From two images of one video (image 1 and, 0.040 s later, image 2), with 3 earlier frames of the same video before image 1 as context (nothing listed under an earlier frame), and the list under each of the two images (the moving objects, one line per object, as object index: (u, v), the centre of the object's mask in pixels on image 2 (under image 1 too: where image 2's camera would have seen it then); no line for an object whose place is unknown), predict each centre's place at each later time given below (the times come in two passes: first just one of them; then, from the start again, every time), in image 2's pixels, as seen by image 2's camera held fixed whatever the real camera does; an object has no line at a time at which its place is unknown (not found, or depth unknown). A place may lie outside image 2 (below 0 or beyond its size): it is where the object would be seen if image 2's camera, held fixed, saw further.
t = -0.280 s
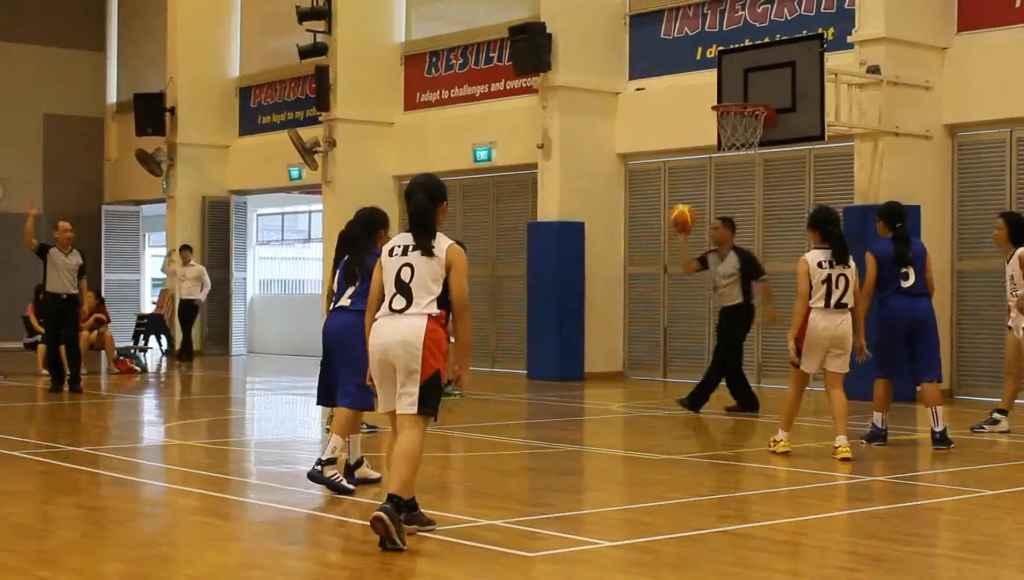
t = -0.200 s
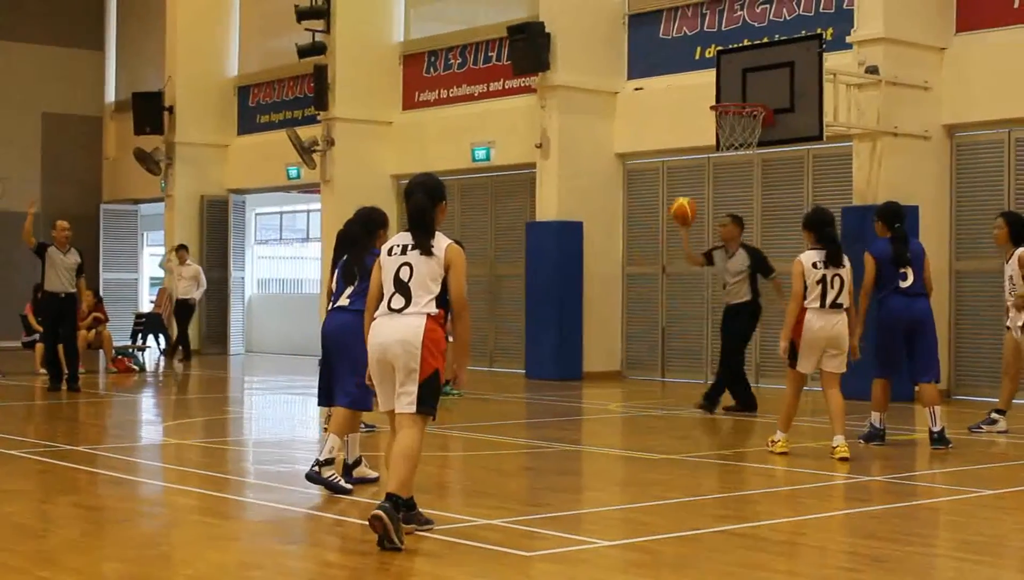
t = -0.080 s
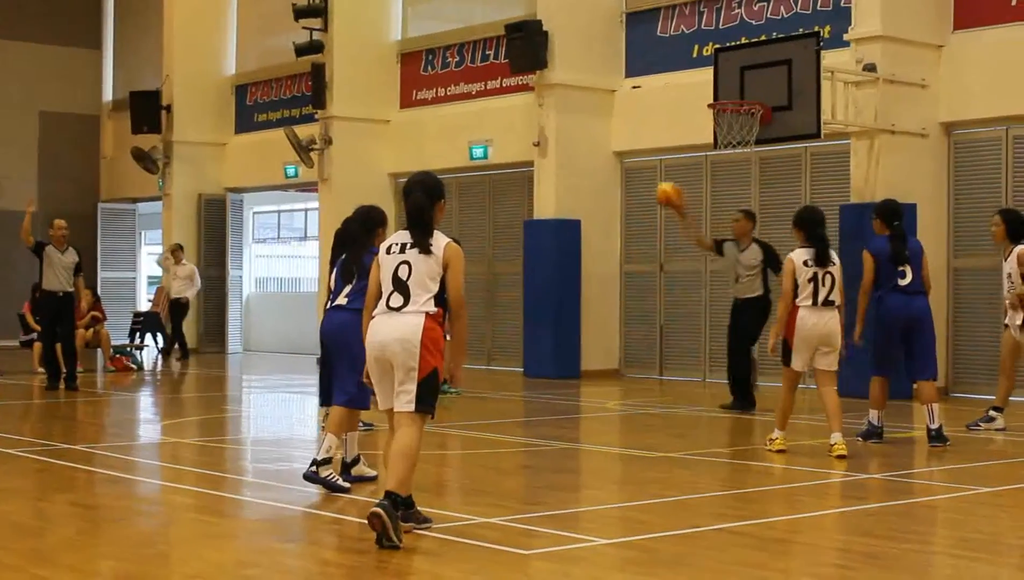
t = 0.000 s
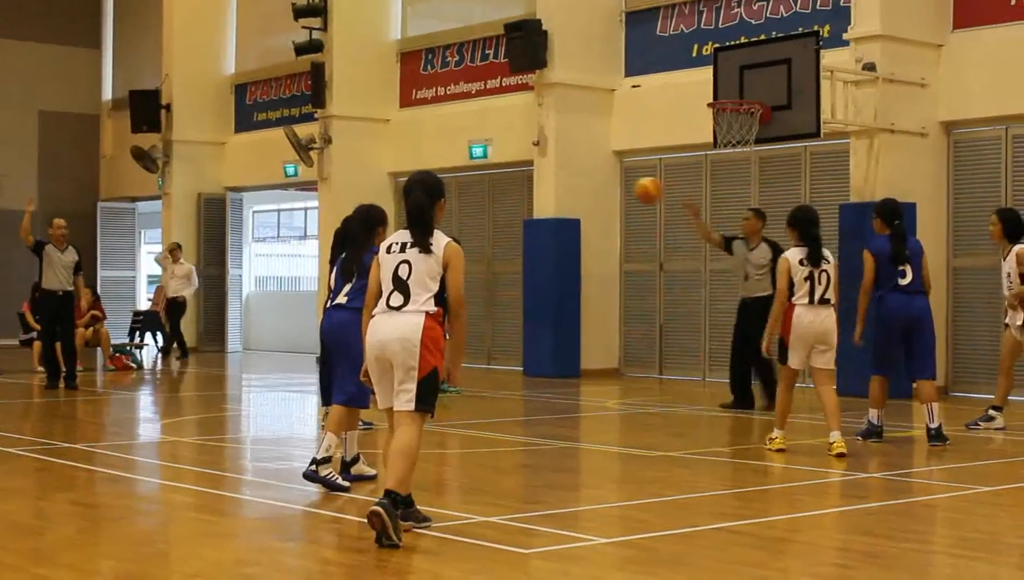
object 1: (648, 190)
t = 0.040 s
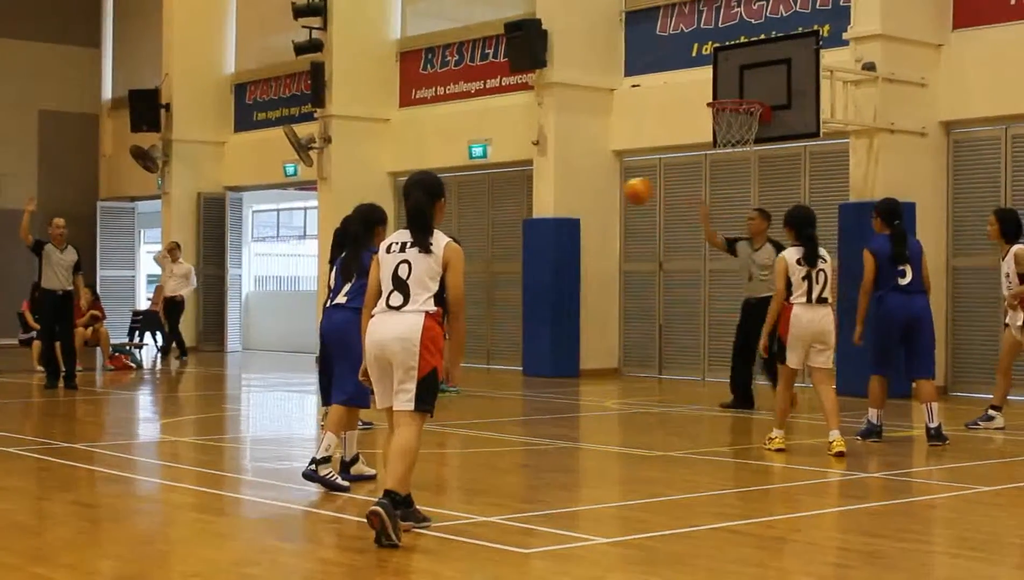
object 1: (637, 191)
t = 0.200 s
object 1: (597, 216)
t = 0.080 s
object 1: (628, 193)
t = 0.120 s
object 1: (618, 199)
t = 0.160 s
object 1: (608, 206)
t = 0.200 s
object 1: (597, 216)
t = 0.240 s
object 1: (587, 227)
